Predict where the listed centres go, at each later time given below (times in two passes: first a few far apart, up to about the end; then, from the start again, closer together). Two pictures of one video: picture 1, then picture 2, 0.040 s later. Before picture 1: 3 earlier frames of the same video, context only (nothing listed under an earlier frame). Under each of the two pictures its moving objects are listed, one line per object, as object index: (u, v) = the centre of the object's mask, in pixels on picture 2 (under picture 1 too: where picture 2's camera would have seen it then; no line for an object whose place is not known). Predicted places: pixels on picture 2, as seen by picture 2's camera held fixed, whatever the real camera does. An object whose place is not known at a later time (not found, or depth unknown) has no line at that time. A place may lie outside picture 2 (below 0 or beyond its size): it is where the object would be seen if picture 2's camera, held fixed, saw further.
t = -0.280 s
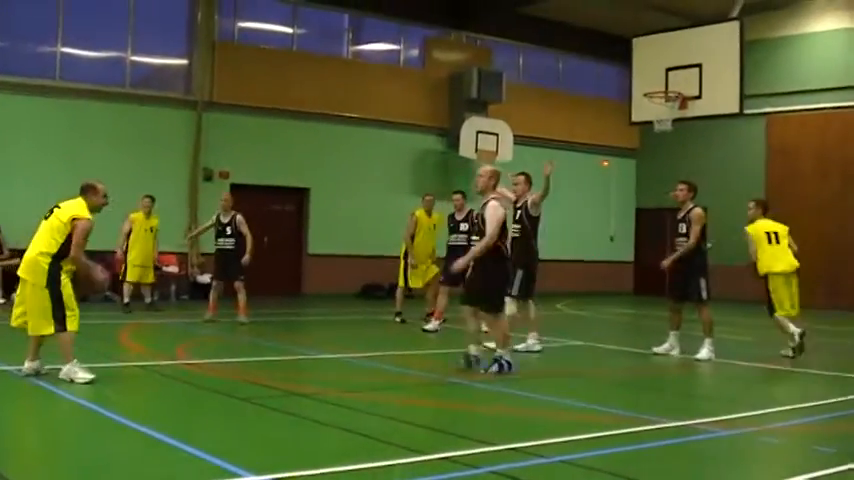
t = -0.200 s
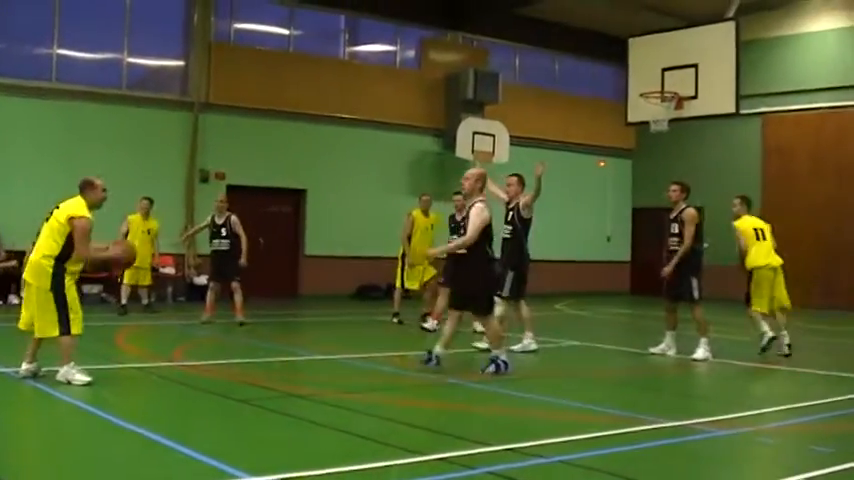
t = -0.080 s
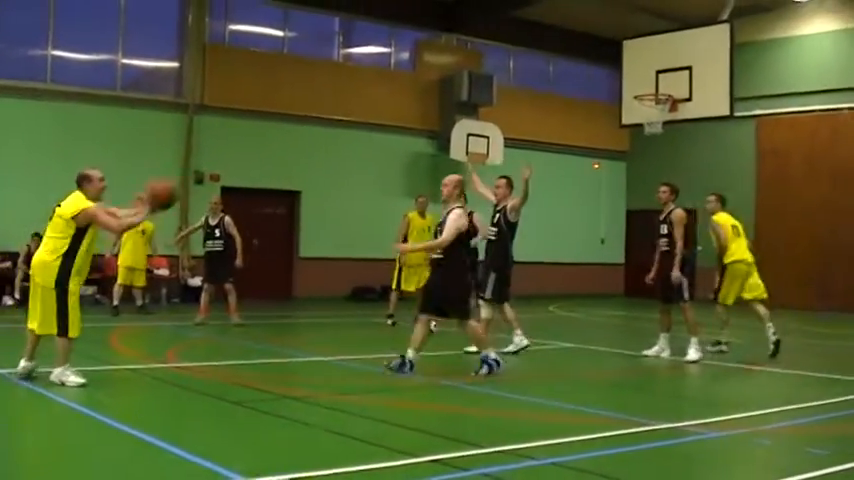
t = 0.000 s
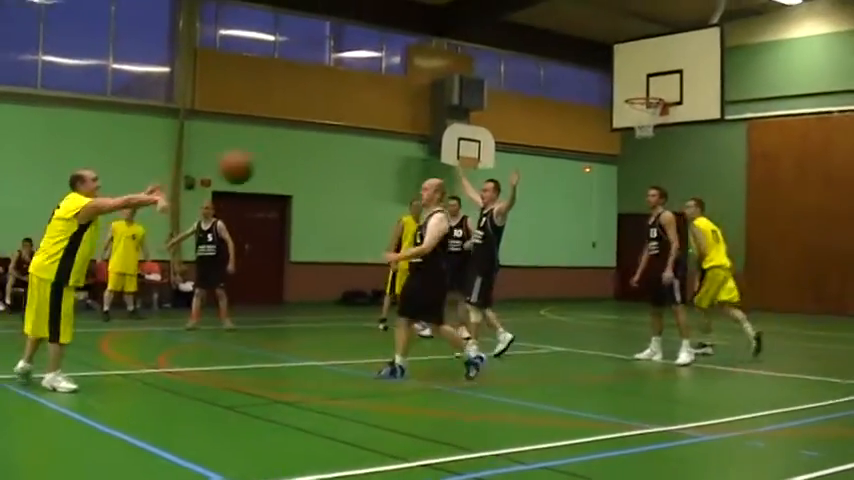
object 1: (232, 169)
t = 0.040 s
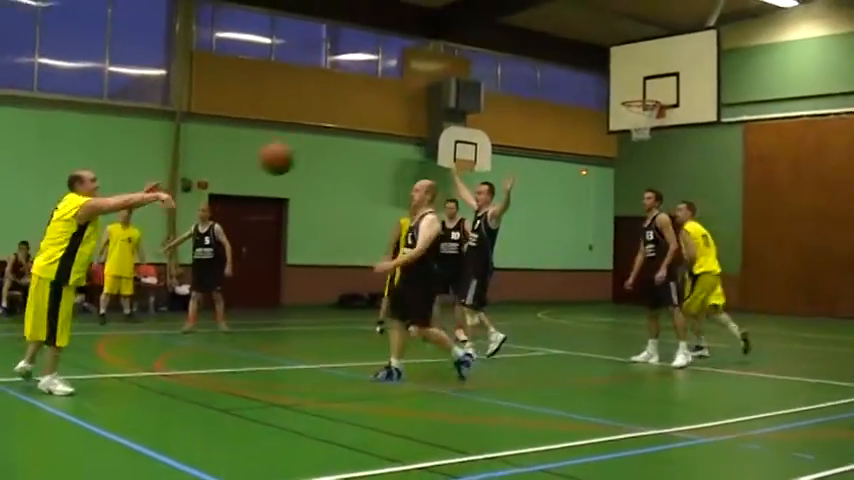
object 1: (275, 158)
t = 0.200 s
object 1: (458, 130)
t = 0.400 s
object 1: (691, 146)
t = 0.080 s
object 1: (322, 147)
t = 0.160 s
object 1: (413, 132)
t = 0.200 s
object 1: (458, 130)
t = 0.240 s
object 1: (504, 129)
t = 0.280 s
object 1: (552, 130)
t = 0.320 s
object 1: (596, 133)
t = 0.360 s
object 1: (644, 139)
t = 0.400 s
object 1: (691, 146)
